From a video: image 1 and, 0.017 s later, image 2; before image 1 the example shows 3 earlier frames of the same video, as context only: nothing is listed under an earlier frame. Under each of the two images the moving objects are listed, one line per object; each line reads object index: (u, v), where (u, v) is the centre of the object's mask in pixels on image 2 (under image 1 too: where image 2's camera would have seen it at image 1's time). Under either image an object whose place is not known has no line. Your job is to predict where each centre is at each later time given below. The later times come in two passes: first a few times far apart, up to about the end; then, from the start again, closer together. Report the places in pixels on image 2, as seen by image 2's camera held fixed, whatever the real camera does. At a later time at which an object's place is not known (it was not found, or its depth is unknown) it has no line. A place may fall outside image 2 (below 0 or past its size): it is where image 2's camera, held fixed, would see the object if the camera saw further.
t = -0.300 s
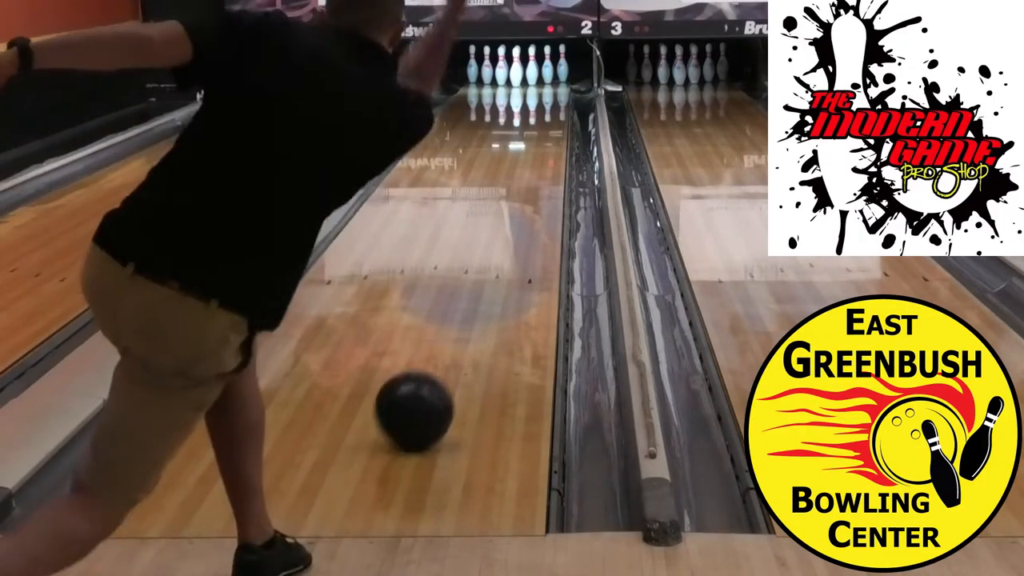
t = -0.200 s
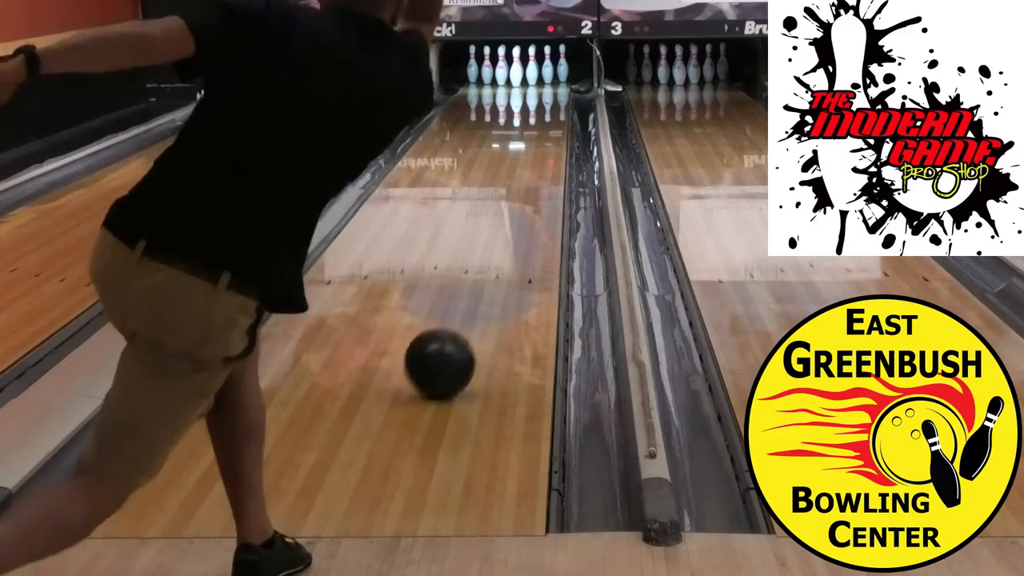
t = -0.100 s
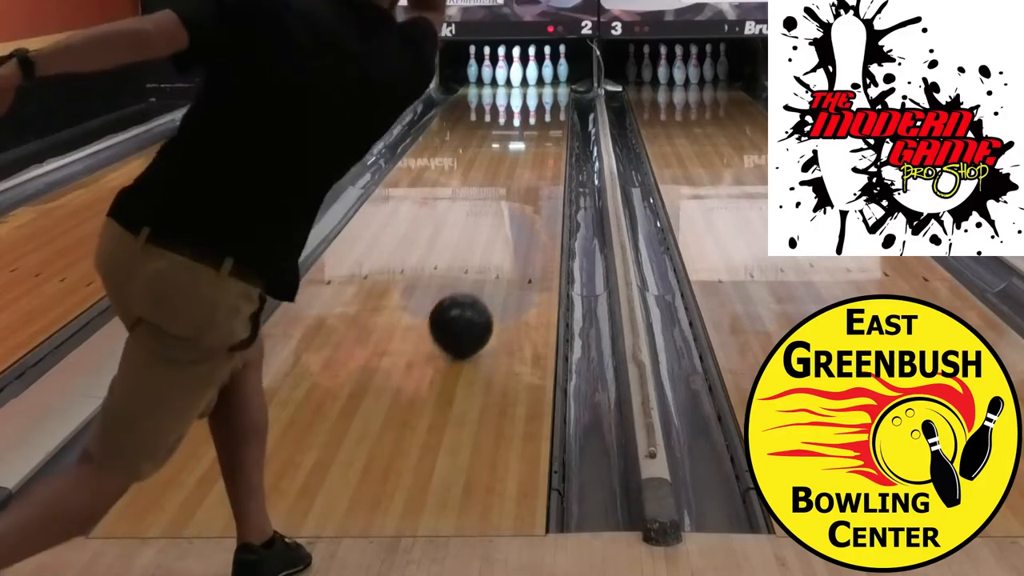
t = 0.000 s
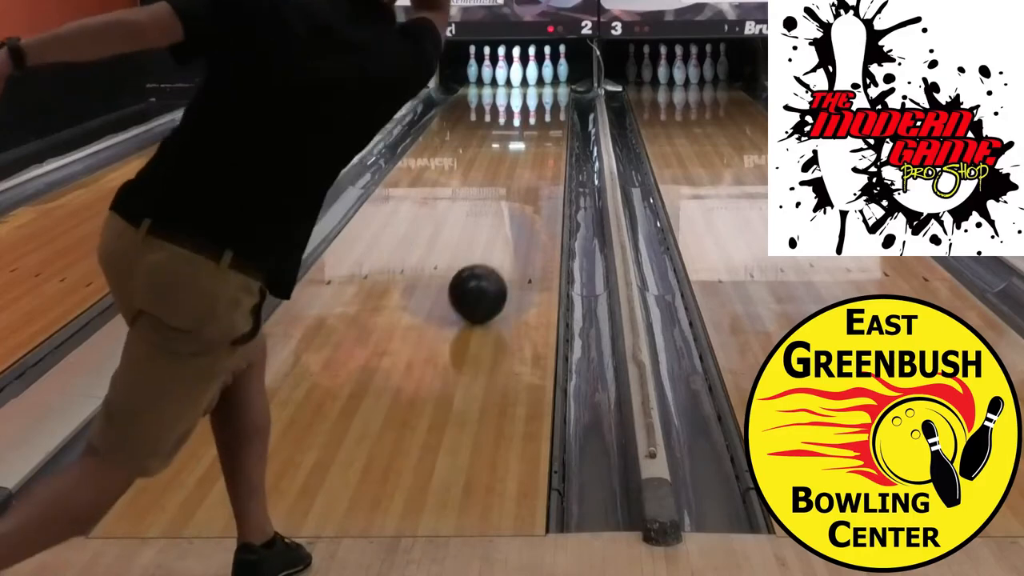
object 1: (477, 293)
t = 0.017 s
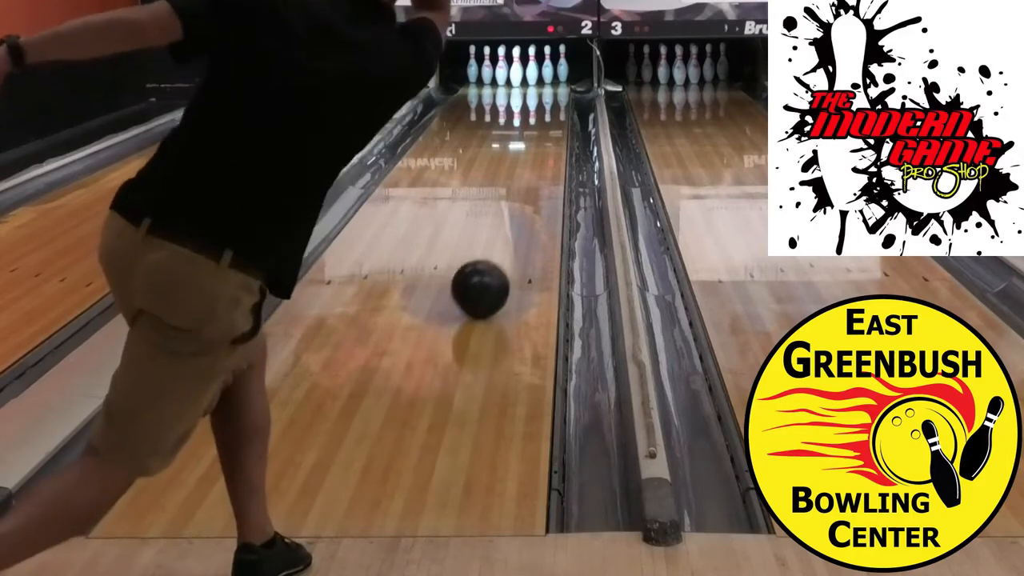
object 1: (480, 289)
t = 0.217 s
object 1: (506, 240)
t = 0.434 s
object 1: (525, 201)
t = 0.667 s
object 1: (540, 170)
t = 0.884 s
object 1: (550, 147)
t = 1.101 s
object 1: (556, 129)
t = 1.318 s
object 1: (559, 114)
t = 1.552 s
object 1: (555, 102)
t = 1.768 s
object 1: (547, 93)
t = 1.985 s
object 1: (536, 85)
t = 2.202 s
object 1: (526, 77)
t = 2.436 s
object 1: (530, 74)
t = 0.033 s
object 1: (482, 284)
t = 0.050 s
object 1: (485, 279)
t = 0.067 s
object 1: (487, 275)
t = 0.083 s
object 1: (489, 271)
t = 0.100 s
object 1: (492, 267)
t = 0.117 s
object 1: (494, 263)
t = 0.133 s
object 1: (496, 258)
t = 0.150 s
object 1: (498, 255)
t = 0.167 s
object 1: (500, 251)
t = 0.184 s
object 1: (502, 247)
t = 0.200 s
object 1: (504, 243)
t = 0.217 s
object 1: (506, 240)
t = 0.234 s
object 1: (507, 236)
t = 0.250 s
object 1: (509, 233)
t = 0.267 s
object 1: (511, 230)
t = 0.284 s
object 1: (512, 227)
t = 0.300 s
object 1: (514, 224)
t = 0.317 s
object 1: (516, 221)
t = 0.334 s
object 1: (517, 218)
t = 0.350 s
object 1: (519, 215)
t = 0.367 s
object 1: (520, 212)
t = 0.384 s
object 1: (521, 209)
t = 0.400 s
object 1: (523, 206)
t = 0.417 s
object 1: (524, 204)
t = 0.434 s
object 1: (525, 201)
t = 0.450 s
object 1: (526, 199)
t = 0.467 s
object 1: (528, 196)
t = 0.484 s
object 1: (529, 194)
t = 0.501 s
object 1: (530, 191)
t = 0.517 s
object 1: (531, 189)
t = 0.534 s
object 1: (533, 186)
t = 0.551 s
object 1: (534, 184)
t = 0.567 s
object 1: (535, 182)
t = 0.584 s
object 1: (536, 180)
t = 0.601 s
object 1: (537, 178)
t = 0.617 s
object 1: (538, 176)
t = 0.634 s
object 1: (539, 174)
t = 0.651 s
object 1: (540, 172)
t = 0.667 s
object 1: (540, 170)
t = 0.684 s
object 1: (541, 168)
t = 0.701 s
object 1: (542, 166)
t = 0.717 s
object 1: (543, 164)
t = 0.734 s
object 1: (544, 162)
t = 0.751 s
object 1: (545, 160)
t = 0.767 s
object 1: (546, 159)
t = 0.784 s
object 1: (546, 157)
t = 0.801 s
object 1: (547, 155)
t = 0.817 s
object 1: (547, 154)
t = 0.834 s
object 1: (548, 152)
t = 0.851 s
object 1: (549, 150)
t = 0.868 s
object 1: (549, 149)
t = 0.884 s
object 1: (550, 147)
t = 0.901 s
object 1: (551, 146)
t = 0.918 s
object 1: (551, 144)
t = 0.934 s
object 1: (552, 143)
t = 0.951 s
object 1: (552, 142)
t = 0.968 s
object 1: (553, 140)
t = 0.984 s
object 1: (554, 138)
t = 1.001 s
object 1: (554, 137)
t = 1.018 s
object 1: (555, 135)
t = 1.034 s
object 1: (555, 134)
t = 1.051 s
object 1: (555, 133)
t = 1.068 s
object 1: (556, 131)
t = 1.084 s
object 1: (556, 130)
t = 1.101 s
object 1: (556, 129)
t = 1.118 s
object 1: (557, 128)
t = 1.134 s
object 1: (557, 127)
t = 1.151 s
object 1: (557, 125)
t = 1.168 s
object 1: (558, 125)
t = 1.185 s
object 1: (558, 123)
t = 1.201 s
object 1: (558, 122)
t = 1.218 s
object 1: (558, 120)
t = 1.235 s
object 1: (558, 119)
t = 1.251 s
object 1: (559, 118)
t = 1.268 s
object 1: (558, 117)
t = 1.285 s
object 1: (558, 116)
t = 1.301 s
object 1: (559, 115)
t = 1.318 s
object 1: (559, 114)
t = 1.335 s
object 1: (559, 113)
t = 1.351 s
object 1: (558, 112)
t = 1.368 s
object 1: (558, 111)
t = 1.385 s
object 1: (558, 110)
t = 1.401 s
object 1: (558, 109)
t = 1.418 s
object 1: (558, 109)
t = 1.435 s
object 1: (557, 107)
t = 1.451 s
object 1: (557, 106)
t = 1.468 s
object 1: (557, 106)
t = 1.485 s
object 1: (557, 105)
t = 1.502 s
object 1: (556, 104)
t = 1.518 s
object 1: (556, 103)
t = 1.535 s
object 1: (556, 103)
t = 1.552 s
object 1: (555, 102)
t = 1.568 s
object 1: (555, 101)
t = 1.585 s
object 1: (554, 100)
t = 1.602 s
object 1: (554, 99)
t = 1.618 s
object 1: (553, 99)
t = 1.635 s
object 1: (552, 98)
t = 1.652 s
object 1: (552, 97)
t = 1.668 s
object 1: (551, 97)
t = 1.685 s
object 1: (551, 96)
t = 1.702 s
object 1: (550, 95)
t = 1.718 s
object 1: (549, 95)
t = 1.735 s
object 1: (548, 94)
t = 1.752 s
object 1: (548, 93)
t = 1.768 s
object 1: (547, 93)
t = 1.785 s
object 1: (546, 92)
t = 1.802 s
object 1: (545, 91)
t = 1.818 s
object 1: (544, 90)
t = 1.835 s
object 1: (543, 89)
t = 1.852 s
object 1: (542, 89)
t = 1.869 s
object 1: (541, 88)
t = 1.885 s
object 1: (541, 88)
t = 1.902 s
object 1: (540, 87)
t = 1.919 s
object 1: (539, 87)
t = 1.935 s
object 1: (538, 86)
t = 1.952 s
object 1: (537, 86)
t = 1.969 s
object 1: (537, 85)
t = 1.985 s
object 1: (536, 85)
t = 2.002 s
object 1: (535, 84)
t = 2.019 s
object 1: (534, 83)
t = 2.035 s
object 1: (533, 83)
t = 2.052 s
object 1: (532, 82)
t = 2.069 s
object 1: (532, 82)
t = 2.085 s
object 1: (531, 81)
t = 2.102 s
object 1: (530, 80)
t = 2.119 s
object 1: (529, 80)
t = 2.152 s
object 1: (527, 79)
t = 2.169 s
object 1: (527, 78)
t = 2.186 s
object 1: (526, 77)
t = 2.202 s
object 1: (526, 77)
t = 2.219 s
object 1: (525, 77)
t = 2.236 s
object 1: (526, 76)
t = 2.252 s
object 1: (527, 76)
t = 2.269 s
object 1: (527, 76)
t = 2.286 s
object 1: (527, 75)
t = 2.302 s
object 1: (527, 75)
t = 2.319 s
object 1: (527, 75)
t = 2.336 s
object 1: (527, 74)
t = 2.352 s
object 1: (527, 74)
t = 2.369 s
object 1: (527, 75)
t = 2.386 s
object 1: (527, 74)
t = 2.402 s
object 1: (528, 74)
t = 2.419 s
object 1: (529, 74)
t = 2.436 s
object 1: (530, 74)
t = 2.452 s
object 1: (531, 73)
